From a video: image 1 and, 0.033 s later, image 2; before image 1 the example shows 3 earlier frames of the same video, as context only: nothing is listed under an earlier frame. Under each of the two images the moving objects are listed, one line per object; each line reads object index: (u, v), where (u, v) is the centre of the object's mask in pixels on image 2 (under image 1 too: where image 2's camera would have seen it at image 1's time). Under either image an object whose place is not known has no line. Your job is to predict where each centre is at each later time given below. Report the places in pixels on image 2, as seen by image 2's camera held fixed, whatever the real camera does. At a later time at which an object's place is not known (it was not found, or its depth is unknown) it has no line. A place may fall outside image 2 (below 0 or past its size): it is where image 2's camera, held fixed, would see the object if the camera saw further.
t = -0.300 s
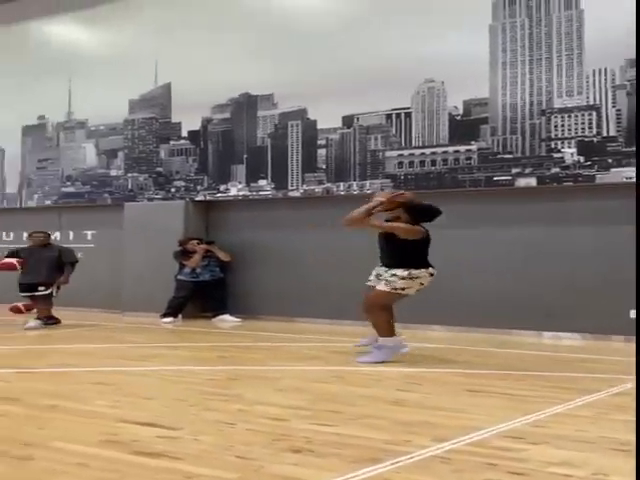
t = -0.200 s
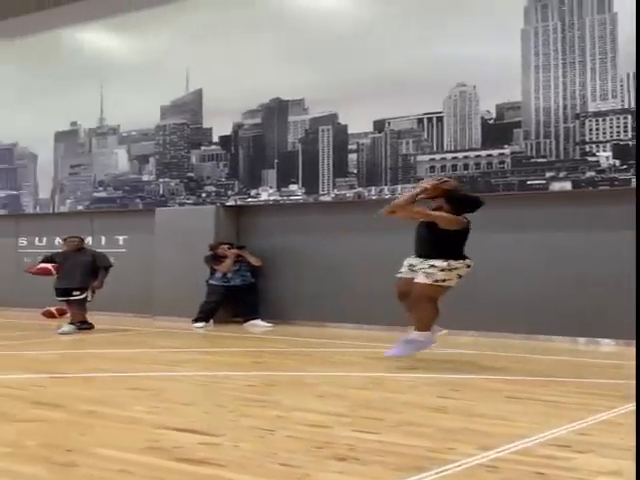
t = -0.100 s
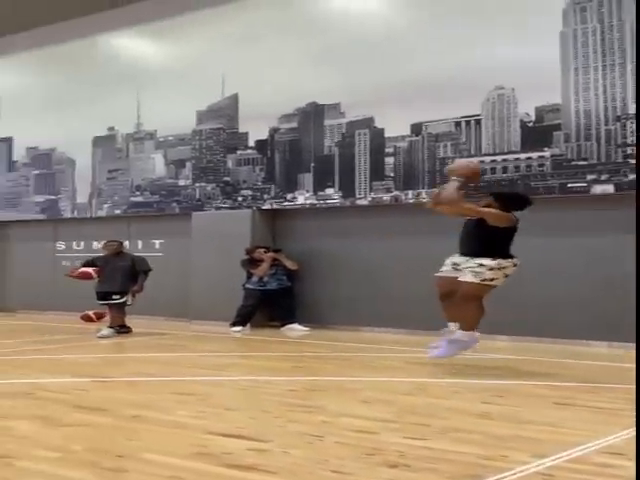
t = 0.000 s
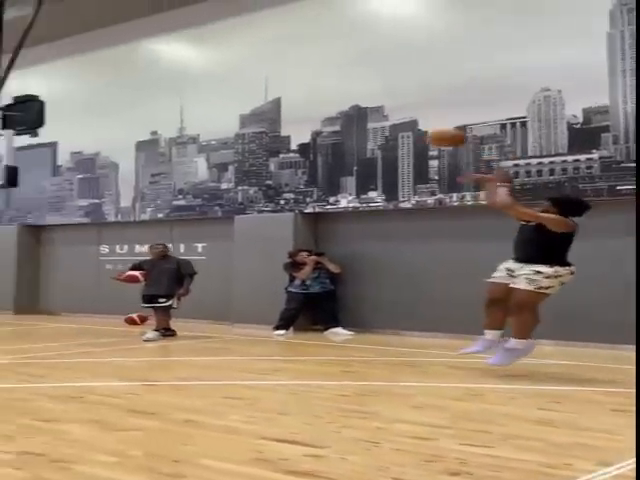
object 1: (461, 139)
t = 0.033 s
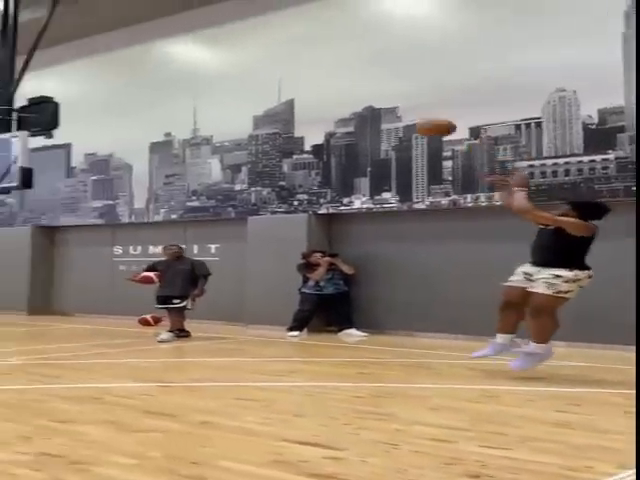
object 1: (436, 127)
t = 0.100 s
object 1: (389, 111)
